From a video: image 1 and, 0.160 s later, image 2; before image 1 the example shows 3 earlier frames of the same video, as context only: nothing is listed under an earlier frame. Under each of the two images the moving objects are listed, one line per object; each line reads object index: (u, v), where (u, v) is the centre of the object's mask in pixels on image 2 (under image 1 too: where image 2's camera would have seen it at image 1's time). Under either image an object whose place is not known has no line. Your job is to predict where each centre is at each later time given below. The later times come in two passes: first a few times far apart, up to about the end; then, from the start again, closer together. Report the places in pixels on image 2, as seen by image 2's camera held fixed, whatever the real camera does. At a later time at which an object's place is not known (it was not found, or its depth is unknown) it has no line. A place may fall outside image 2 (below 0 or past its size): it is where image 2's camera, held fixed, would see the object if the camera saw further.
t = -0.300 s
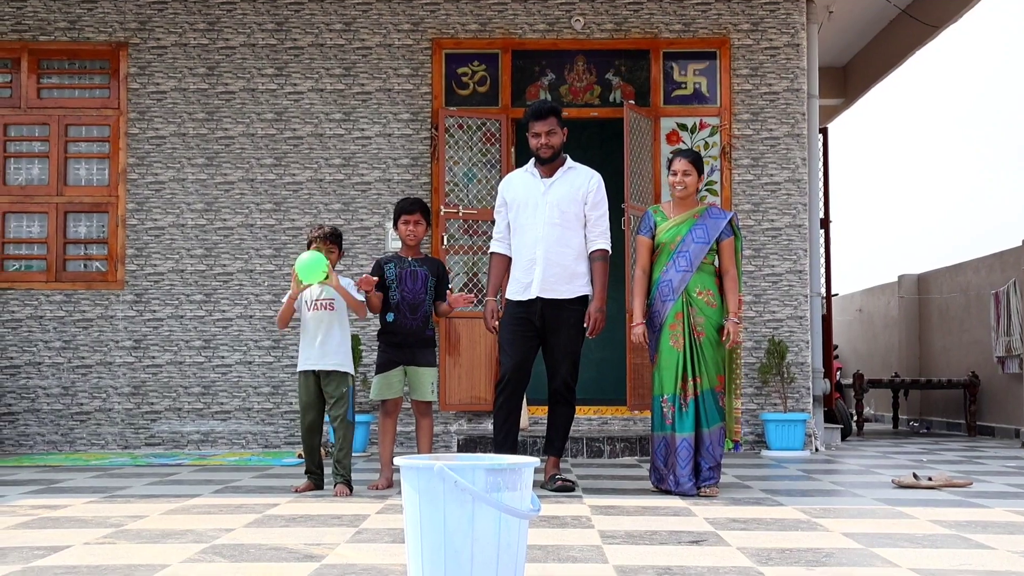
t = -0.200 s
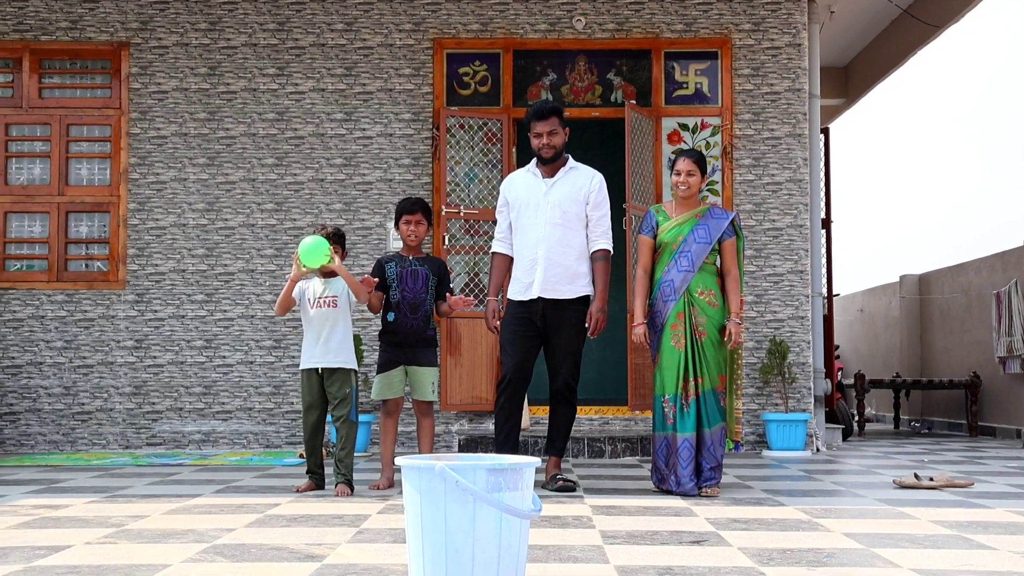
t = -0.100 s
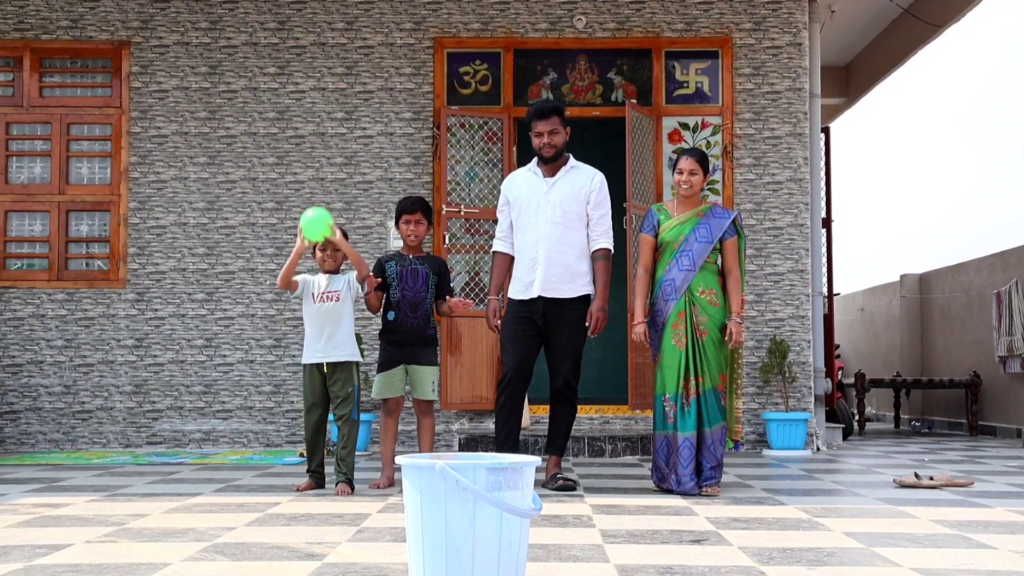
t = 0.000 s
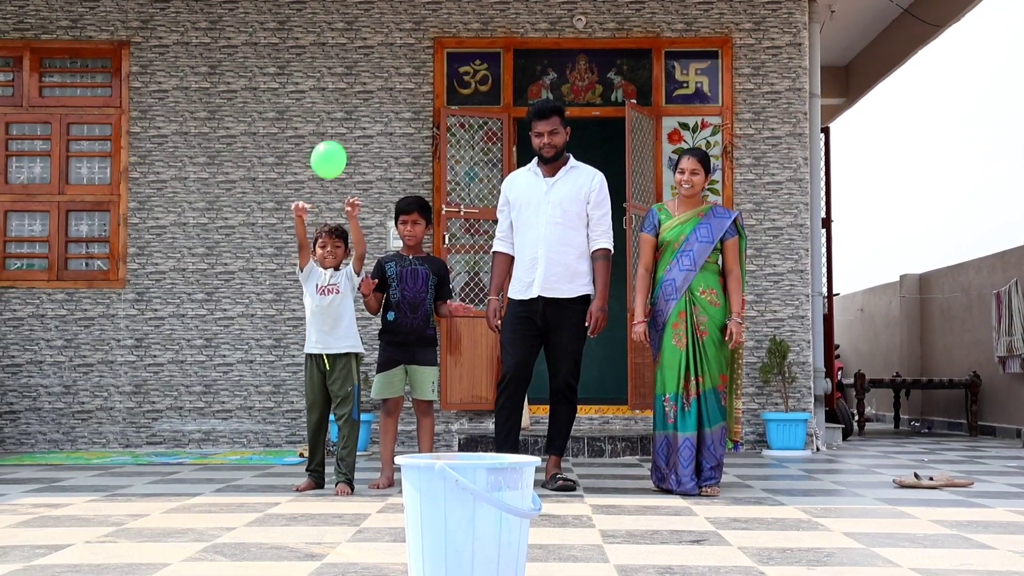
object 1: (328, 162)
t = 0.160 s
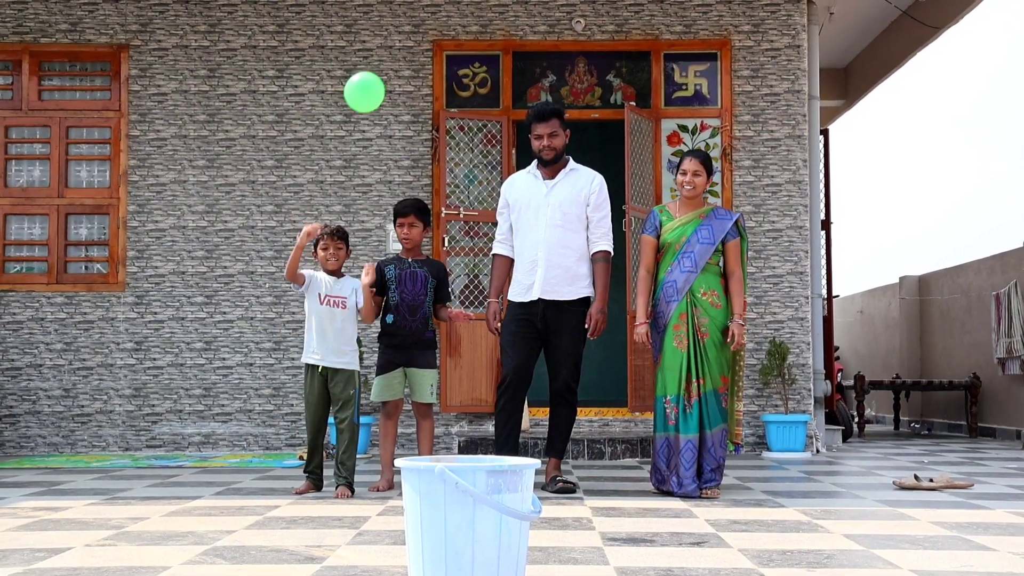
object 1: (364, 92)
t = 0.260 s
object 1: (390, 76)
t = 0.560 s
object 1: (495, 234)
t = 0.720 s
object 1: (583, 525)
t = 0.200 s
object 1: (374, 83)
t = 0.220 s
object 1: (379, 80)
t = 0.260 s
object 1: (390, 76)
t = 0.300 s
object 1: (401, 78)
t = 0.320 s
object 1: (407, 80)
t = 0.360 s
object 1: (419, 89)
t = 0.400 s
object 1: (432, 104)
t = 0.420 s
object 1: (439, 114)
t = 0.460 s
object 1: (454, 138)
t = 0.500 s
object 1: (470, 171)
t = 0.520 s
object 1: (477, 189)
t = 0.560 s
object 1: (495, 234)
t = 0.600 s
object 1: (515, 290)
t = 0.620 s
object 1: (525, 321)
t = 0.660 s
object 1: (548, 392)
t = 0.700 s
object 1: (571, 477)
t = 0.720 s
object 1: (583, 525)
